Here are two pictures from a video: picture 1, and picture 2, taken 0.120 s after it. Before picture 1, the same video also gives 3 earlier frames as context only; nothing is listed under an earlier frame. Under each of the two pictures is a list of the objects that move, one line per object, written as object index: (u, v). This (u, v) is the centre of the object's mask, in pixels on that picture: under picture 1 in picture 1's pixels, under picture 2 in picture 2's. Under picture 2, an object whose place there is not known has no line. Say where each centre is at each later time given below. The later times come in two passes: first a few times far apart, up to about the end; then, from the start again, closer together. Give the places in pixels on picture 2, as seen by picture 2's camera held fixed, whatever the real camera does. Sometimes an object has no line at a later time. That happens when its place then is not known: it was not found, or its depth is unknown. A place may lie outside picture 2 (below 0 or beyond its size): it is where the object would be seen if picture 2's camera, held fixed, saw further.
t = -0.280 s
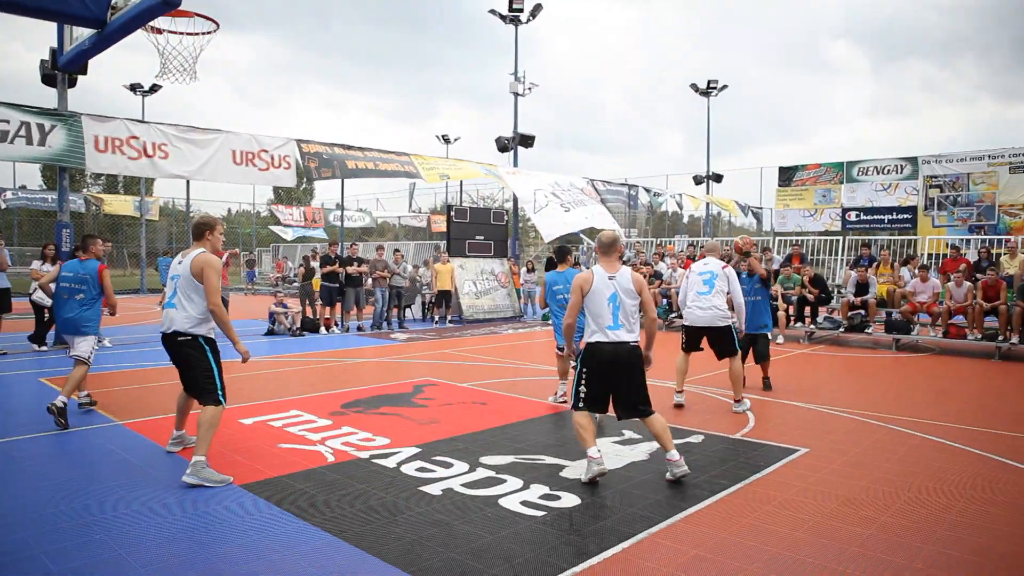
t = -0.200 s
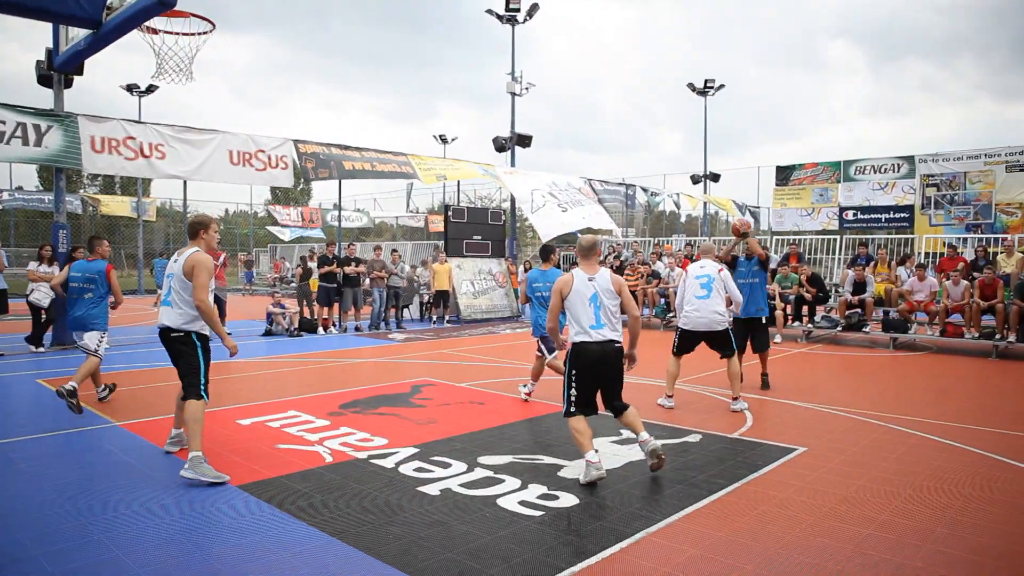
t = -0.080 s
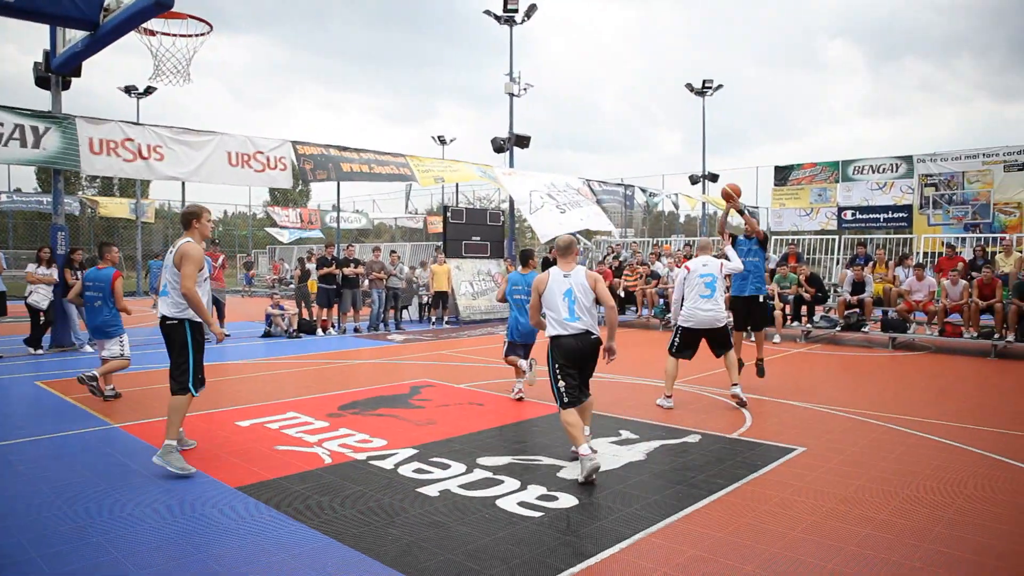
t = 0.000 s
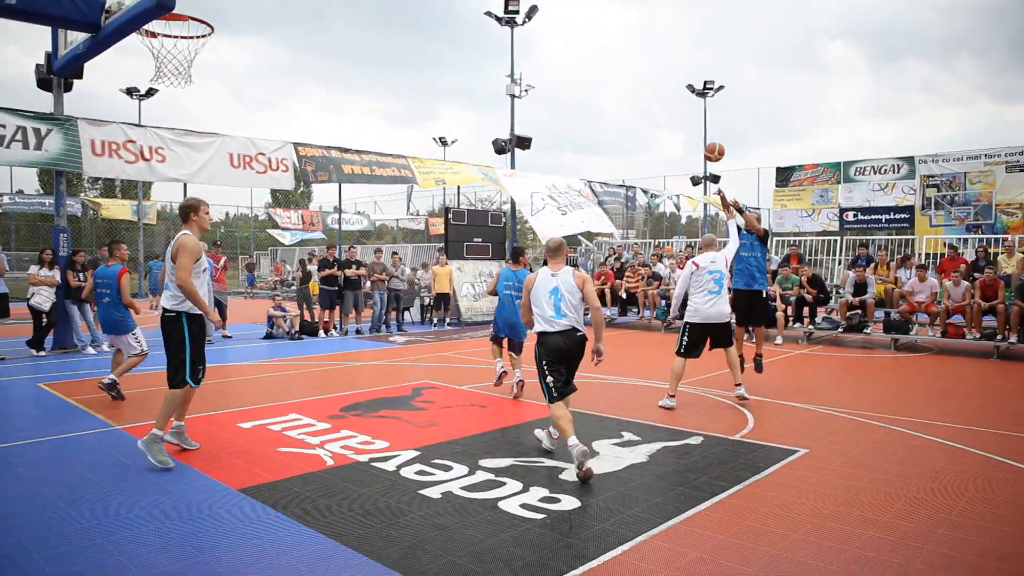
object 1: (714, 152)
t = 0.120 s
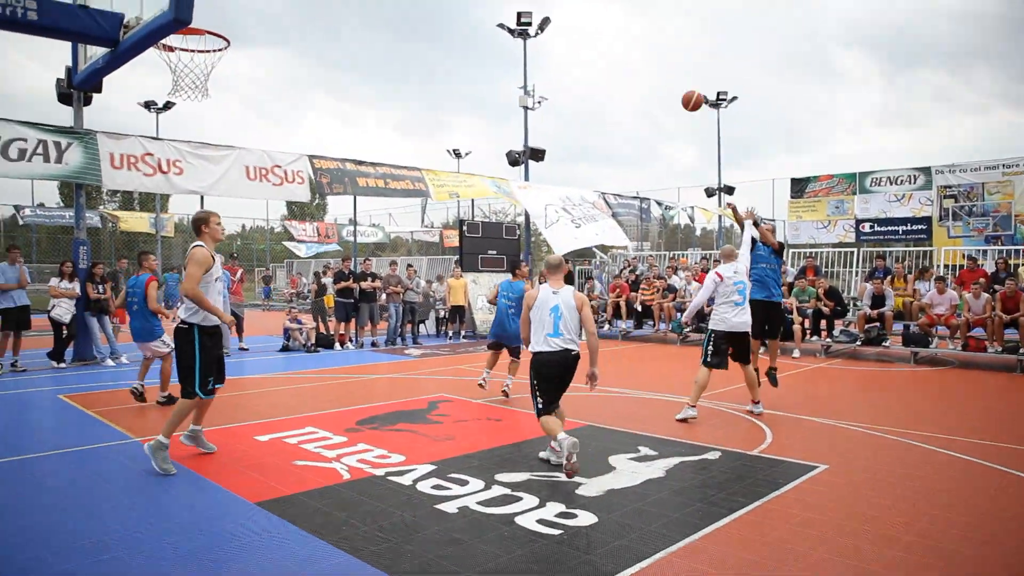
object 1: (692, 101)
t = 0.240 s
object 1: (653, 43)
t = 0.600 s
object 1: (518, -73)
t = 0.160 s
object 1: (679, 80)
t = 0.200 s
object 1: (666, 61)
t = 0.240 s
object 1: (653, 43)
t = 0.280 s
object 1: (639, 26)
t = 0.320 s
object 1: (626, 9)
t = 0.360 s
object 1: (611, -6)
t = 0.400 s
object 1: (596, -20)
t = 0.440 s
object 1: (581, -33)
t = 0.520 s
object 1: (551, -55)
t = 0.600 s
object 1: (518, -73)
